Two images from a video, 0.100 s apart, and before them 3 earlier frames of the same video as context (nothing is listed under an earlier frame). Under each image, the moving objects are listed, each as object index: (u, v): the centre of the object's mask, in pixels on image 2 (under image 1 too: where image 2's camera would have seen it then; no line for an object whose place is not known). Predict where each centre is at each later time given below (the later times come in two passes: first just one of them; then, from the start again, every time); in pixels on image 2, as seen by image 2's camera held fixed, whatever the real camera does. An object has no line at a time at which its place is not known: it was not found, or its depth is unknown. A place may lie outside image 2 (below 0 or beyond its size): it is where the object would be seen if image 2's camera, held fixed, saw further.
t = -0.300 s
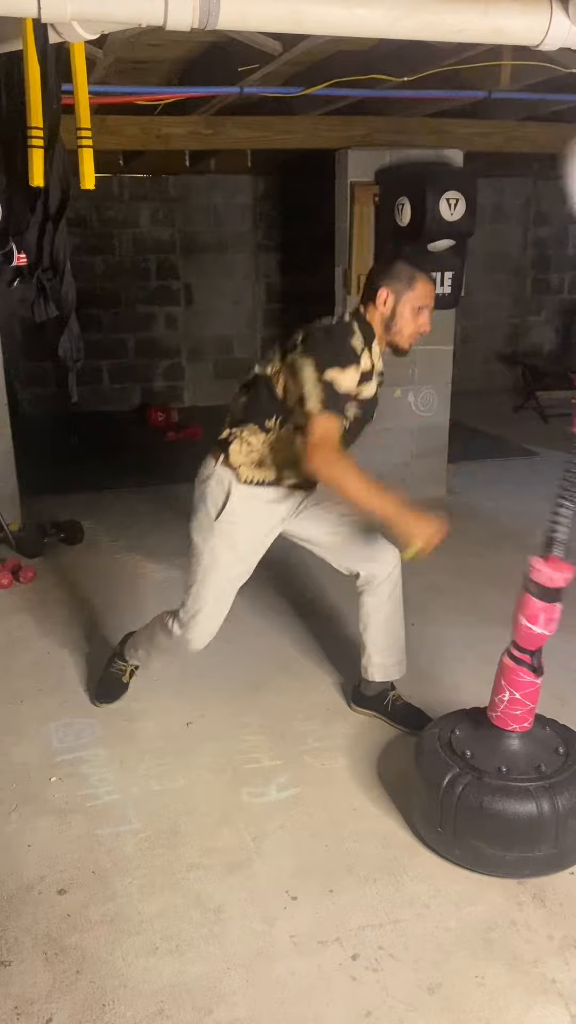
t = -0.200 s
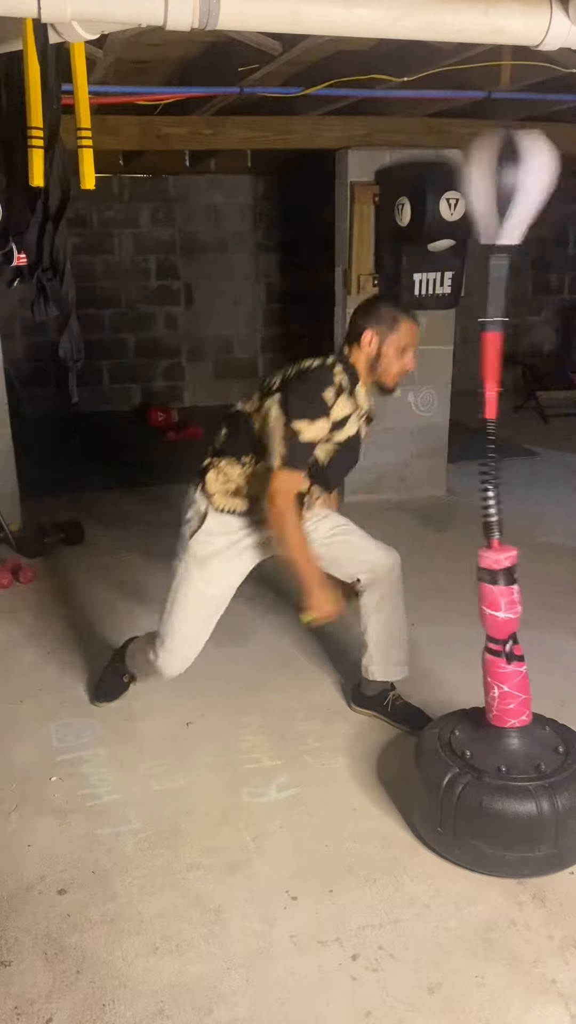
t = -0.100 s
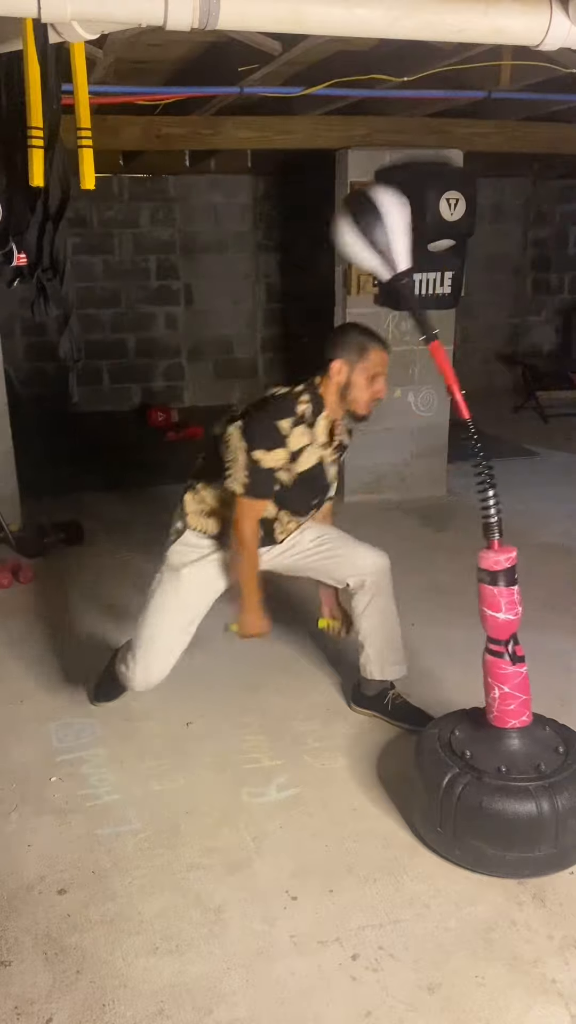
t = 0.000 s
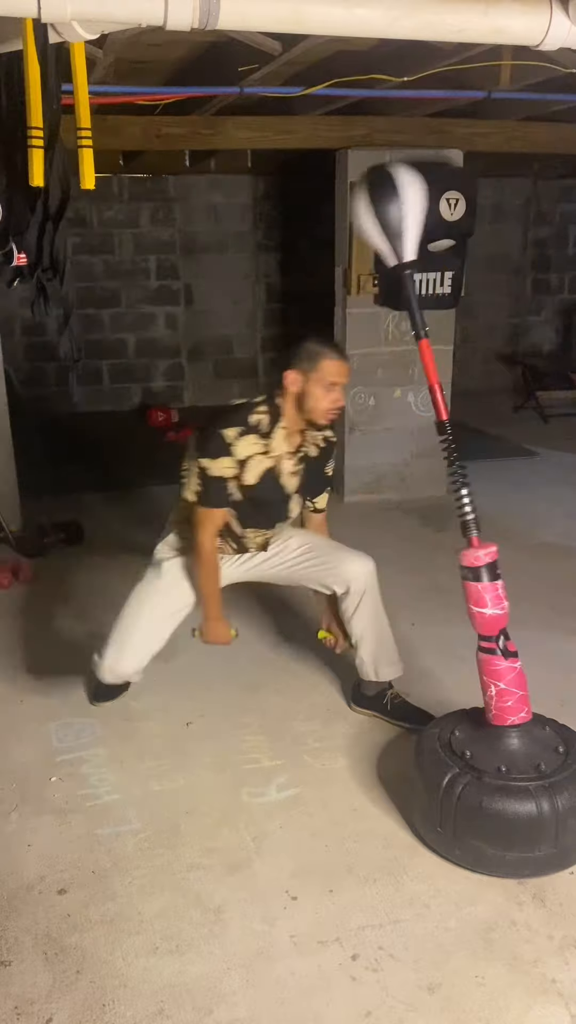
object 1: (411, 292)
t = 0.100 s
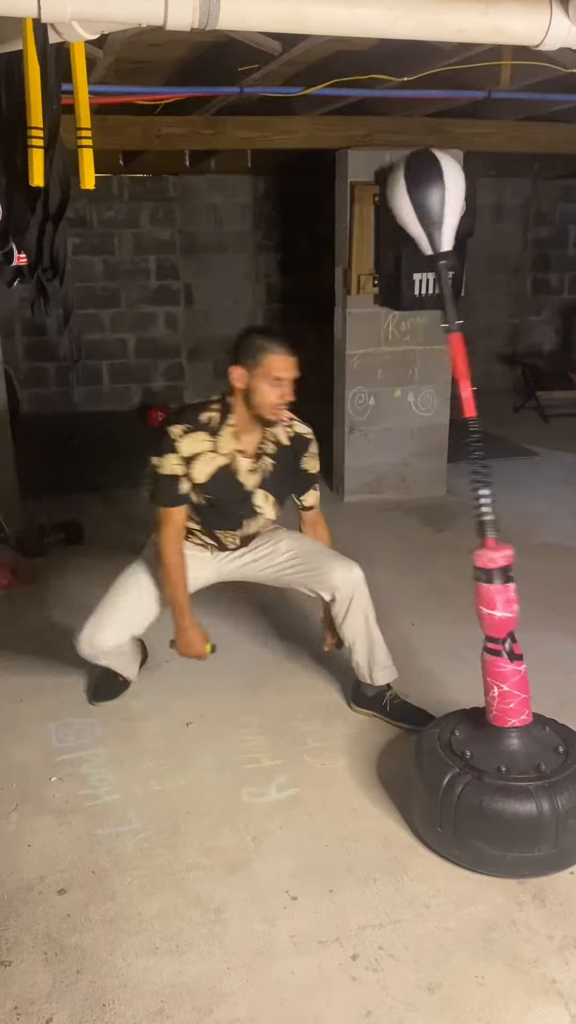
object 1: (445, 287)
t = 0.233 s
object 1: (547, 292)
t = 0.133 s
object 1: (459, 290)
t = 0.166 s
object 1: (482, 285)
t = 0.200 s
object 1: (517, 271)
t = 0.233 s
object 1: (547, 292)
